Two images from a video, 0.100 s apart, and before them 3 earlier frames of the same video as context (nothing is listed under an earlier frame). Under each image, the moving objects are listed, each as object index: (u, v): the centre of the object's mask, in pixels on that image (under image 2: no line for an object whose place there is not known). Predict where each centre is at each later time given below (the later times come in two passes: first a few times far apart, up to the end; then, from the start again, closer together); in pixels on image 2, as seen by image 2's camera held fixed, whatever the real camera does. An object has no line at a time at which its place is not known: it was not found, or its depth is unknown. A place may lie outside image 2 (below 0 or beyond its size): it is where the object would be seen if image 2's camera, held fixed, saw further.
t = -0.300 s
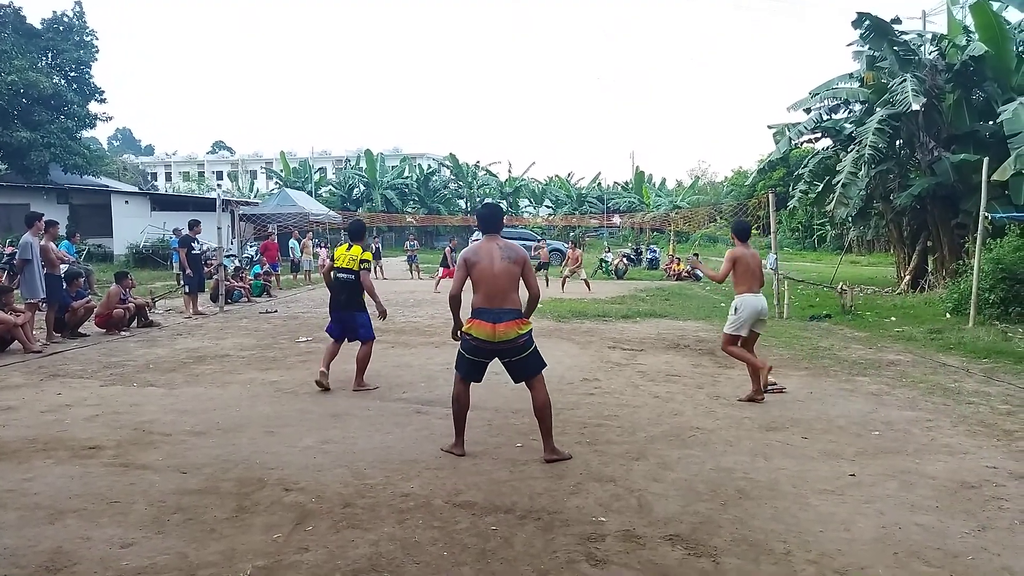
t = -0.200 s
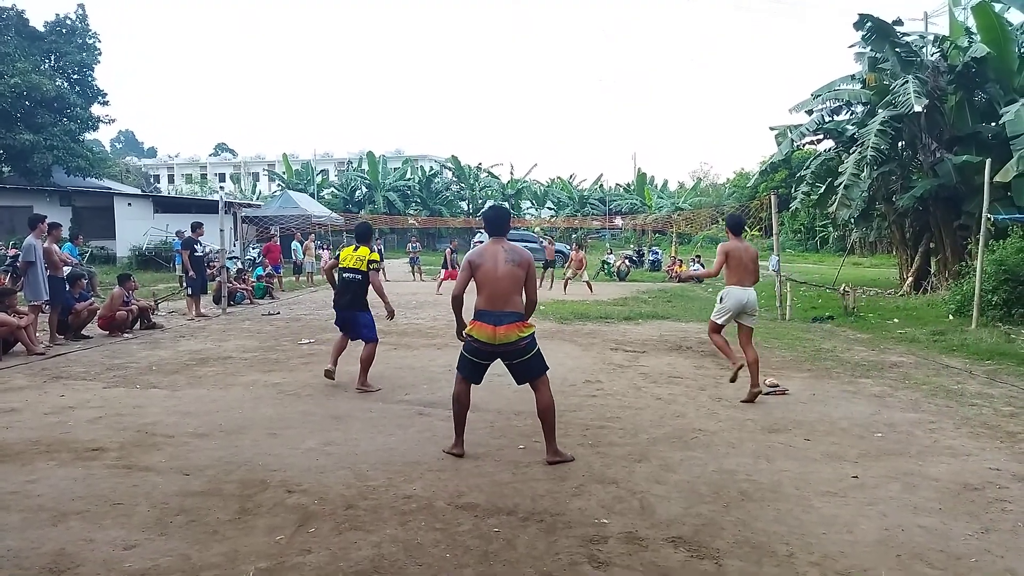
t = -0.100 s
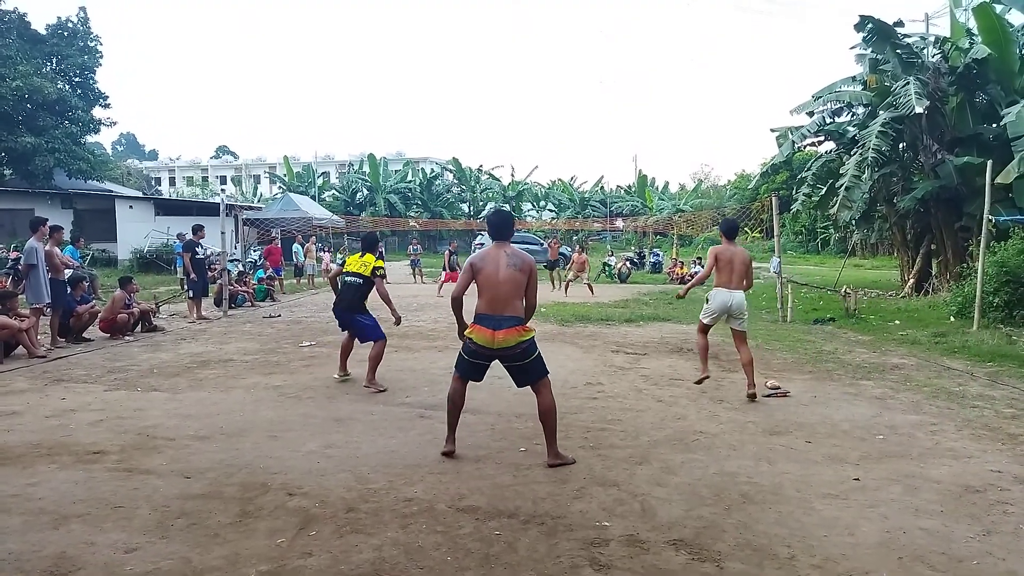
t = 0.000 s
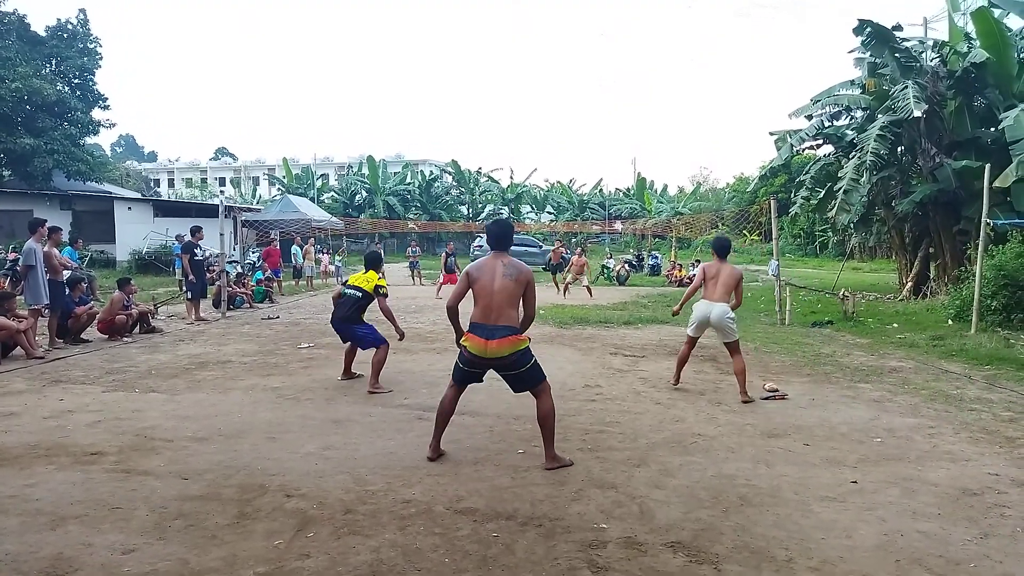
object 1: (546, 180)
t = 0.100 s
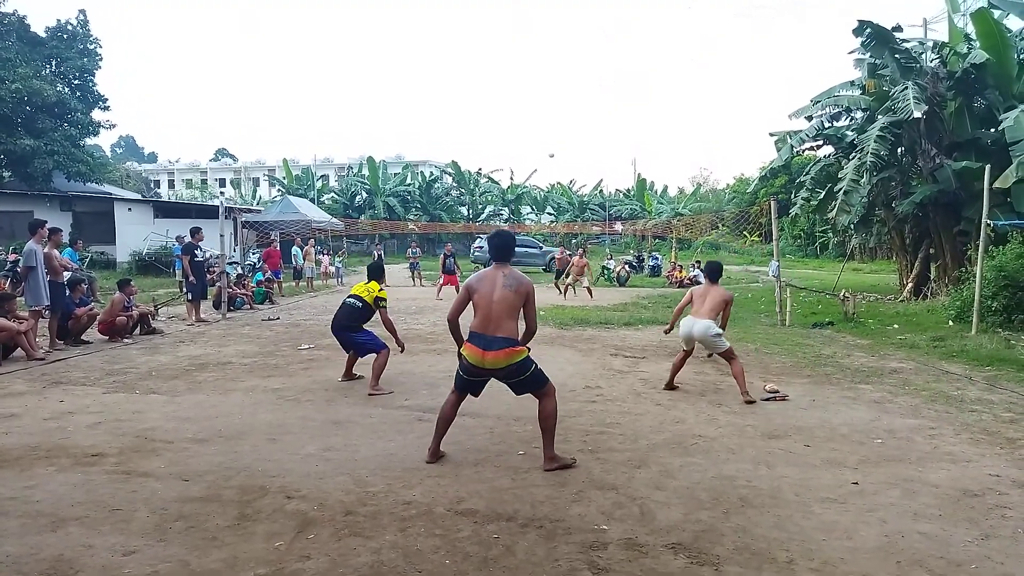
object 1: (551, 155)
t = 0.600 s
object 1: (588, 49)
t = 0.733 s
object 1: (601, 32)
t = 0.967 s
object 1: (634, 22)
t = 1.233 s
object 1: (686, 67)
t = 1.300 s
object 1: (703, 94)
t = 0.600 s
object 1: (588, 49)
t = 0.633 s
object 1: (592, 43)
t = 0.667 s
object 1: (594, 39)
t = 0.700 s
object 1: (598, 36)
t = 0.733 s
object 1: (601, 32)
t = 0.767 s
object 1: (605, 29)
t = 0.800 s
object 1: (610, 26)
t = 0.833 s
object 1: (614, 24)
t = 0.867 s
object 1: (619, 22)
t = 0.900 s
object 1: (624, 21)
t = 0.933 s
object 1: (629, 21)
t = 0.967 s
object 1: (634, 22)
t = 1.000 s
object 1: (639, 24)
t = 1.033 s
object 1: (645, 27)
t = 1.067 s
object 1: (651, 30)
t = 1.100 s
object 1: (657, 36)
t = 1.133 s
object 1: (663, 41)
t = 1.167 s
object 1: (670, 48)
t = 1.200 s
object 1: (678, 57)
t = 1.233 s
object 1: (686, 67)
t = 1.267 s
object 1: (694, 80)
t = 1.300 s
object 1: (703, 94)
